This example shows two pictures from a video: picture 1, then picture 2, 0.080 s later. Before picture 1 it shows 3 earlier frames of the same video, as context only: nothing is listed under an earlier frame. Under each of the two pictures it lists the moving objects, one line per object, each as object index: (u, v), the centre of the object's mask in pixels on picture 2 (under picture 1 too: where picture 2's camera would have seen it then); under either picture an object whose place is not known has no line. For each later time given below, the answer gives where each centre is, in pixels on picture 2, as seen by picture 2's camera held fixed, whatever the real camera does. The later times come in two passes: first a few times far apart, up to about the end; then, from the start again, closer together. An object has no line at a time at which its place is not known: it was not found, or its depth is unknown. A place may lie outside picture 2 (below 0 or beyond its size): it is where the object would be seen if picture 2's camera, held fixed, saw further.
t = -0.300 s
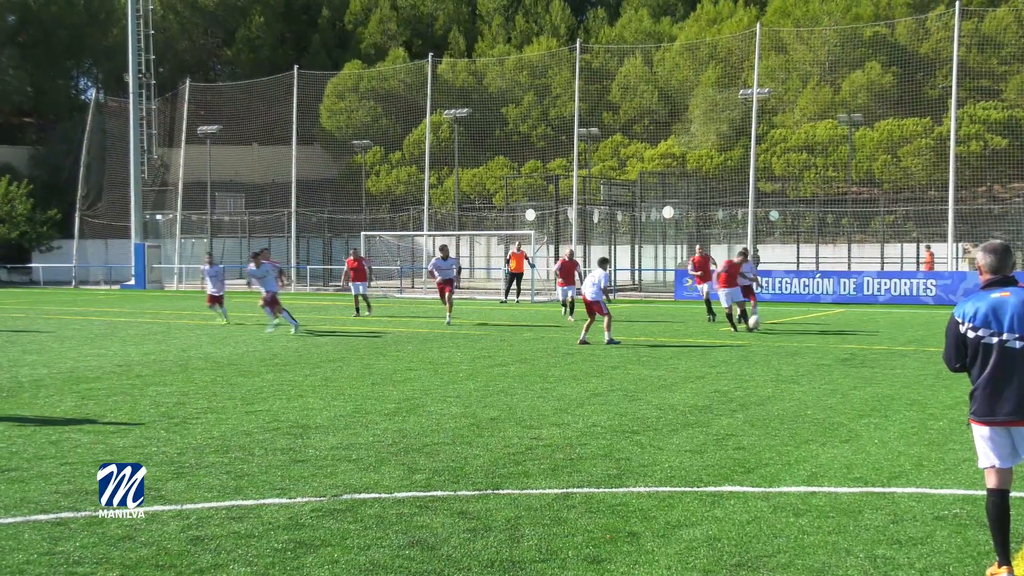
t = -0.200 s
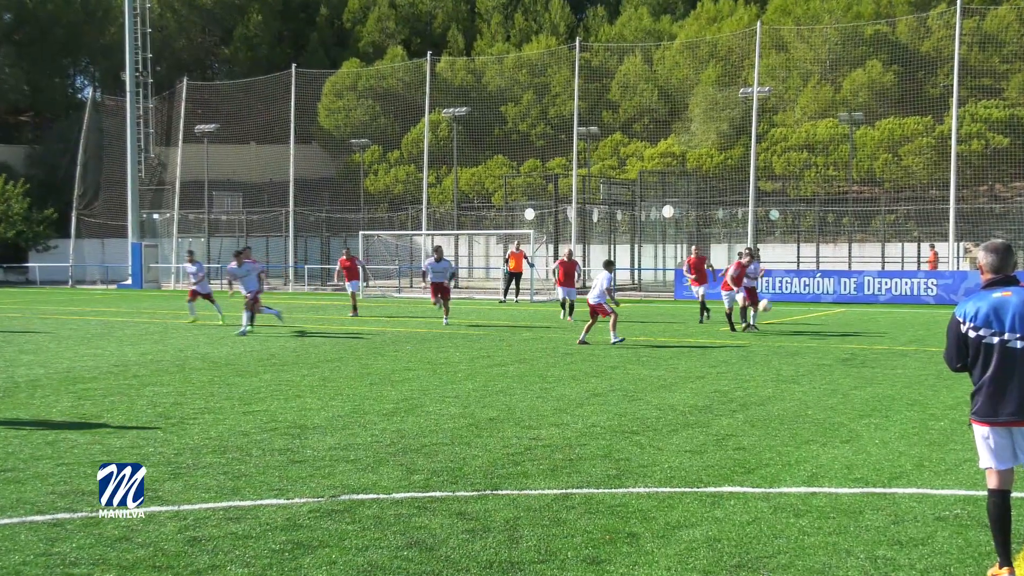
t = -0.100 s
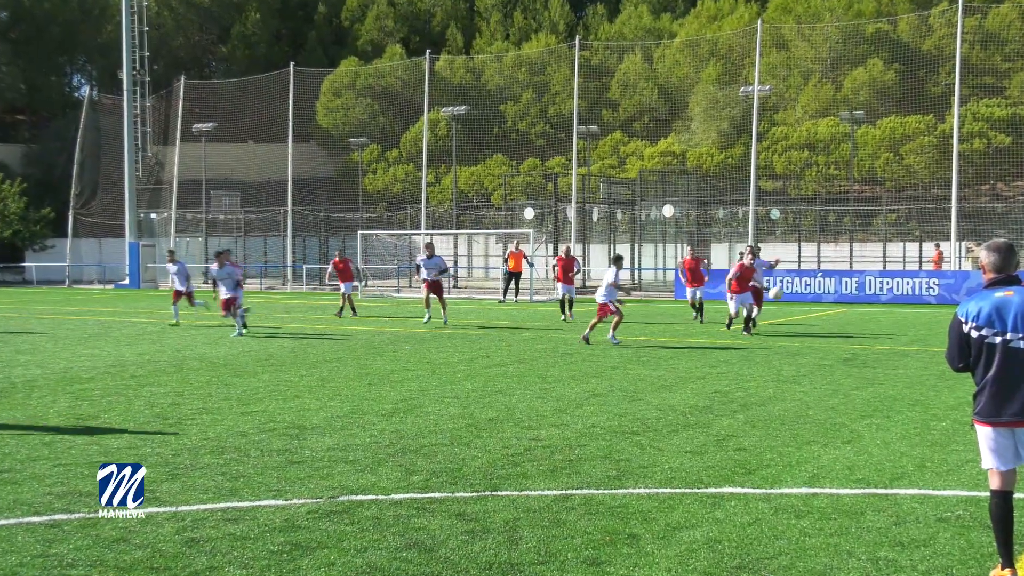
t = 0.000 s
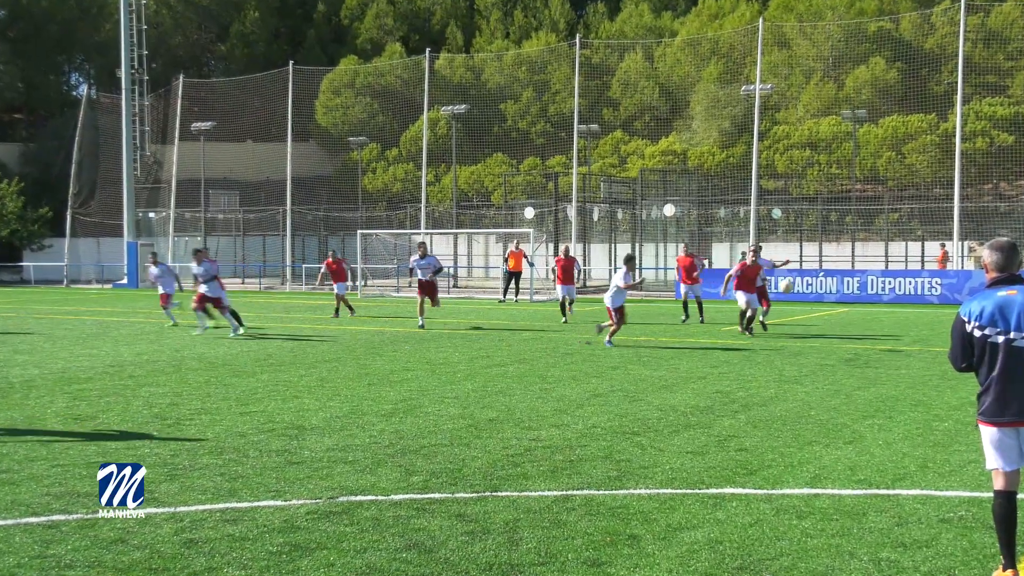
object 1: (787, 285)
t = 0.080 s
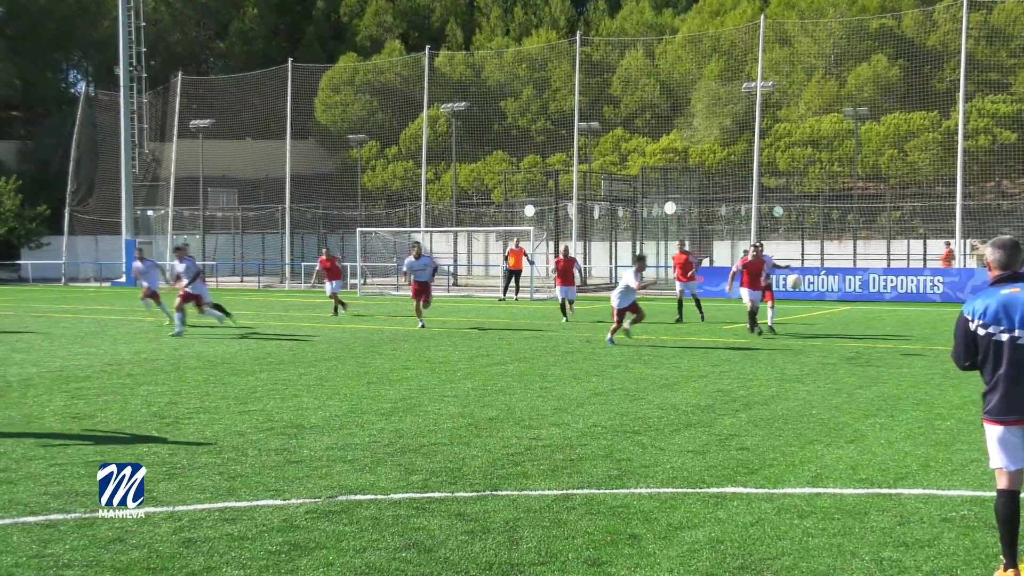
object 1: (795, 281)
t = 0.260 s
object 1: (810, 292)
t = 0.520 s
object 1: (828, 351)
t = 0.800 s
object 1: (833, 353)
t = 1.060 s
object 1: (831, 362)
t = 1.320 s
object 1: (825, 433)
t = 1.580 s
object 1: (814, 417)
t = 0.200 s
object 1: (807, 286)
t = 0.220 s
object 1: (807, 287)
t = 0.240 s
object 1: (808, 290)
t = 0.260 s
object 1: (810, 292)
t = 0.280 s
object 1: (812, 294)
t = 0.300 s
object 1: (813, 296)
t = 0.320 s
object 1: (815, 300)
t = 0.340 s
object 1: (816, 304)
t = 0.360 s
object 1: (818, 307)
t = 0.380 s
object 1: (819, 311)
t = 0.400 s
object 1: (820, 316)
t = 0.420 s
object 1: (822, 321)
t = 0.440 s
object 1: (823, 326)
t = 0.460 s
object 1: (824, 331)
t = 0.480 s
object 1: (825, 338)
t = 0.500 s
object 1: (827, 344)
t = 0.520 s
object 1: (828, 351)
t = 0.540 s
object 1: (830, 359)
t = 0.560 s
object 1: (831, 366)
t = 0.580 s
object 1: (833, 375)
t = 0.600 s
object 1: (834, 385)
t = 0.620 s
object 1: (835, 386)
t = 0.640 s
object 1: (834, 384)
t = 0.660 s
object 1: (834, 380)
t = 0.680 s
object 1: (834, 373)
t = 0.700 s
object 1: (834, 370)
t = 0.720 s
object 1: (834, 365)
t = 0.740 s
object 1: (834, 362)
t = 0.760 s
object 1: (834, 358)
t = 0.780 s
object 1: (833, 356)
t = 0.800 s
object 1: (833, 353)
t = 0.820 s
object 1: (833, 352)
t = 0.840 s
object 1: (832, 350)
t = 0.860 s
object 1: (832, 349)
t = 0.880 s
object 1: (832, 349)
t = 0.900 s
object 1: (833, 348)
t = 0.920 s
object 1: (832, 349)
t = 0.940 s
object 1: (832, 349)
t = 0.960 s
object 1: (832, 350)
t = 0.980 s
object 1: (832, 352)
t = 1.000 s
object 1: (831, 354)
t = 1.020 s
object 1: (831, 356)
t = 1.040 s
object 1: (831, 359)
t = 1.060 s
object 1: (831, 362)
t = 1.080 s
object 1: (831, 366)
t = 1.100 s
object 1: (830, 371)
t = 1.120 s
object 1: (830, 376)
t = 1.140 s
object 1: (830, 381)
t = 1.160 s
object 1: (829, 388)
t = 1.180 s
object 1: (829, 394)
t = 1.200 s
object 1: (828, 402)
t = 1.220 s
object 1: (828, 410)
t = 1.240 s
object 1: (828, 418)
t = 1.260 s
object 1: (827, 428)
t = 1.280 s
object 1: (827, 437)
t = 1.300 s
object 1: (826, 437)
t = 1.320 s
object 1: (825, 433)
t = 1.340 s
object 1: (824, 428)
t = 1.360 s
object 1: (824, 424)
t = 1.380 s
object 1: (822, 421)
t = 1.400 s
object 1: (822, 419)
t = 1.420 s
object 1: (821, 416)
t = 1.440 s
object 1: (820, 415)
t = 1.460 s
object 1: (819, 413)
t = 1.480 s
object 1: (818, 412)
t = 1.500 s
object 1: (817, 412)
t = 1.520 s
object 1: (816, 413)
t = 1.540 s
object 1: (816, 414)
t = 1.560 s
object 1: (814, 415)
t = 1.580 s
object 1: (814, 417)
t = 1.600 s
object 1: (813, 420)
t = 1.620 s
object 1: (813, 423)
